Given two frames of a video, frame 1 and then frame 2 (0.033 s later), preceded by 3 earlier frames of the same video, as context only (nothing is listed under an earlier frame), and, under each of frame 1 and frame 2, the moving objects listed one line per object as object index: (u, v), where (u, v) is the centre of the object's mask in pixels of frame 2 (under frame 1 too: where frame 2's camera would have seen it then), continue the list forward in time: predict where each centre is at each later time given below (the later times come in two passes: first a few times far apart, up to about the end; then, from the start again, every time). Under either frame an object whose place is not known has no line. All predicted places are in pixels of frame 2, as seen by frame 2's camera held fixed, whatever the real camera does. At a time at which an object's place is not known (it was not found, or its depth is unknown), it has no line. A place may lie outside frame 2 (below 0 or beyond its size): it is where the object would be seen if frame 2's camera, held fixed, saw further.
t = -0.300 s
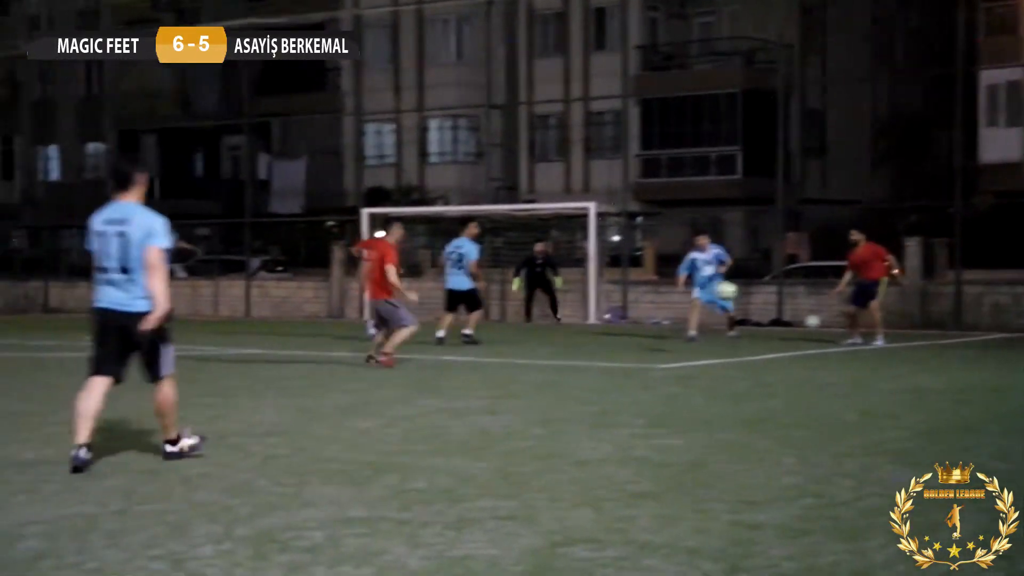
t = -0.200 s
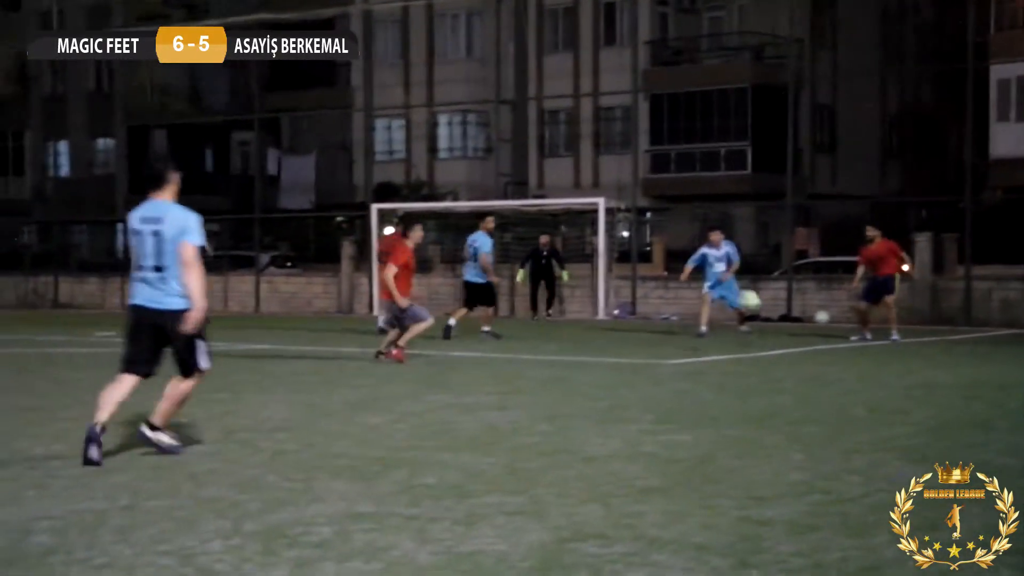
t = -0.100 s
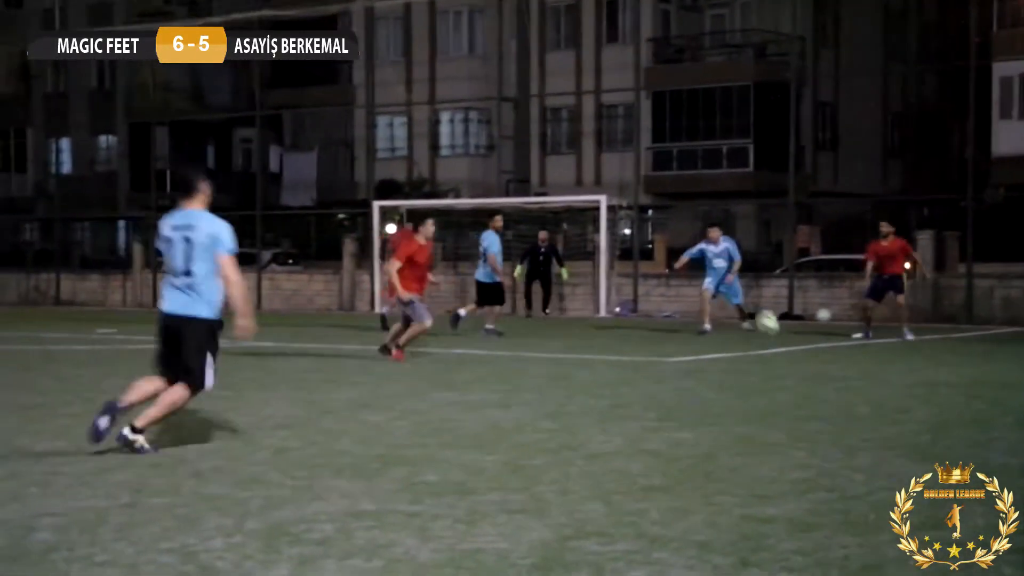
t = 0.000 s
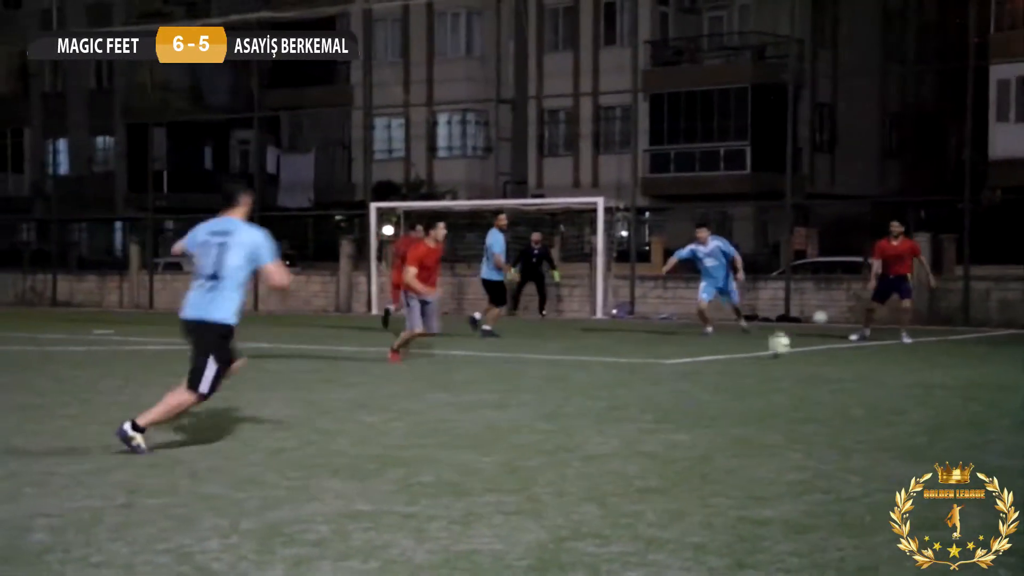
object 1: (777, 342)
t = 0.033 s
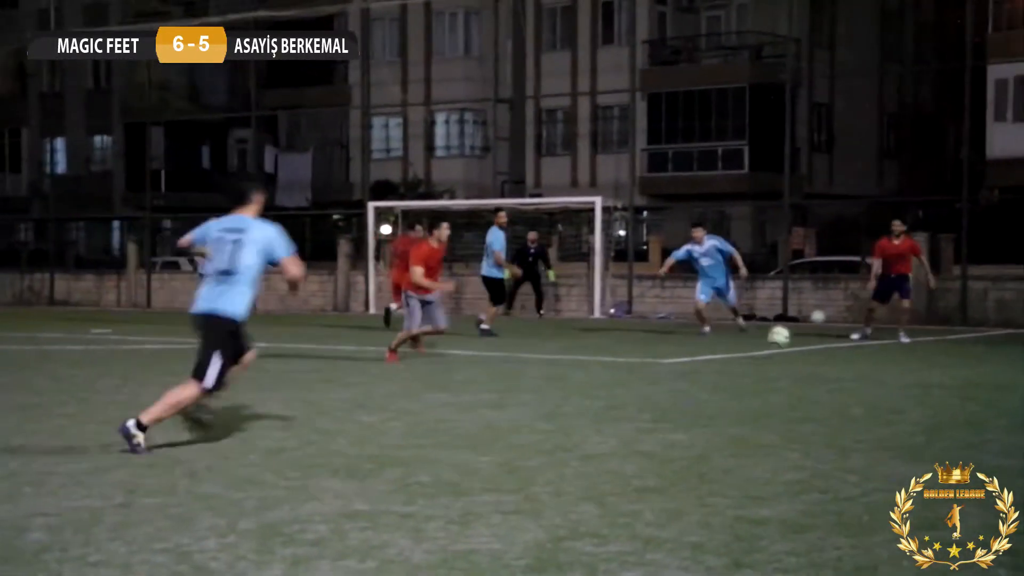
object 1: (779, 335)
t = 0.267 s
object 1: (794, 312)
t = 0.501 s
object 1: (813, 340)
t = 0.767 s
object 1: (841, 341)
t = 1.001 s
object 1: (872, 357)
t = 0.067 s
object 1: (781, 329)
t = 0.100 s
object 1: (783, 325)
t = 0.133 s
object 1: (785, 320)
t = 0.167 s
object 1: (787, 316)
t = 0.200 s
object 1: (789, 313)
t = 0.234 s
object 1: (791, 312)
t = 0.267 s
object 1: (794, 312)
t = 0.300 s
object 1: (797, 313)
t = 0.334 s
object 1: (799, 314)
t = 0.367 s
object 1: (802, 318)
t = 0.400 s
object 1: (805, 322)
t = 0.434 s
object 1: (807, 327)
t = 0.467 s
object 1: (810, 333)
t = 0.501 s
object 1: (813, 340)
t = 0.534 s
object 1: (816, 349)
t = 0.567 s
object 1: (818, 353)
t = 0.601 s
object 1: (822, 348)
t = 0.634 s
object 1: (826, 345)
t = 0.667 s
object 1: (830, 342)
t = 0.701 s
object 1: (834, 340)
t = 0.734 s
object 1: (837, 340)
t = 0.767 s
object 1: (841, 341)
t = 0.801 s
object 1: (845, 342)
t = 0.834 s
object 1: (850, 345)
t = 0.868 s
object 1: (855, 349)
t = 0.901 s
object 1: (858, 355)
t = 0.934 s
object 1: (863, 360)
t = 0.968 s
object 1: (868, 360)
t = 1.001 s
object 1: (872, 357)
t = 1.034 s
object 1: (876, 356)
